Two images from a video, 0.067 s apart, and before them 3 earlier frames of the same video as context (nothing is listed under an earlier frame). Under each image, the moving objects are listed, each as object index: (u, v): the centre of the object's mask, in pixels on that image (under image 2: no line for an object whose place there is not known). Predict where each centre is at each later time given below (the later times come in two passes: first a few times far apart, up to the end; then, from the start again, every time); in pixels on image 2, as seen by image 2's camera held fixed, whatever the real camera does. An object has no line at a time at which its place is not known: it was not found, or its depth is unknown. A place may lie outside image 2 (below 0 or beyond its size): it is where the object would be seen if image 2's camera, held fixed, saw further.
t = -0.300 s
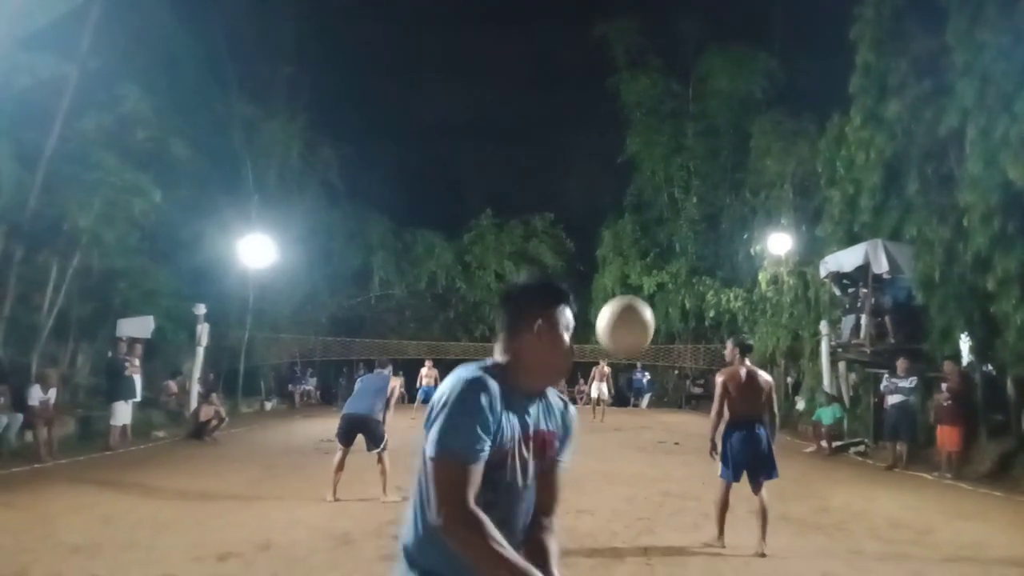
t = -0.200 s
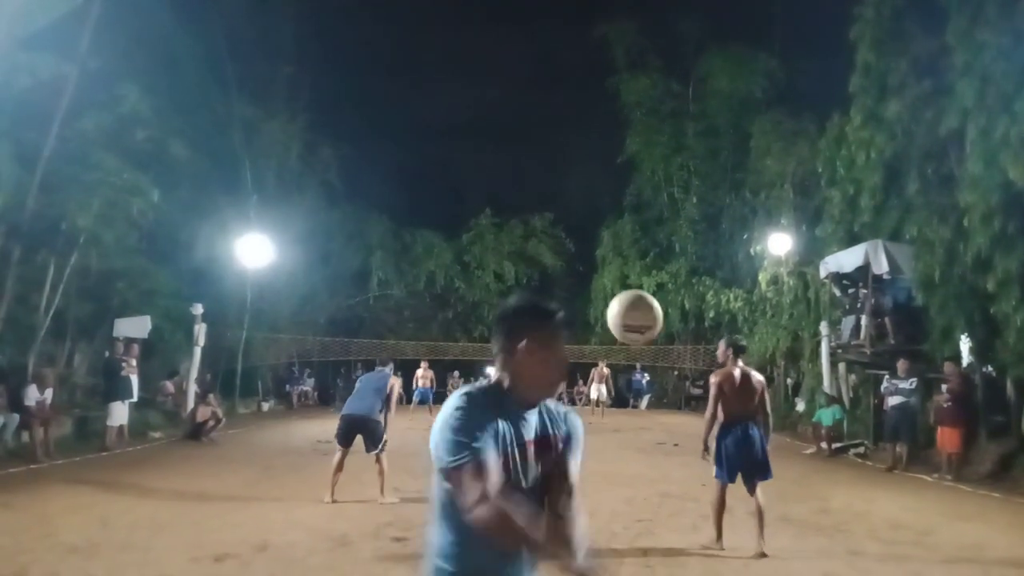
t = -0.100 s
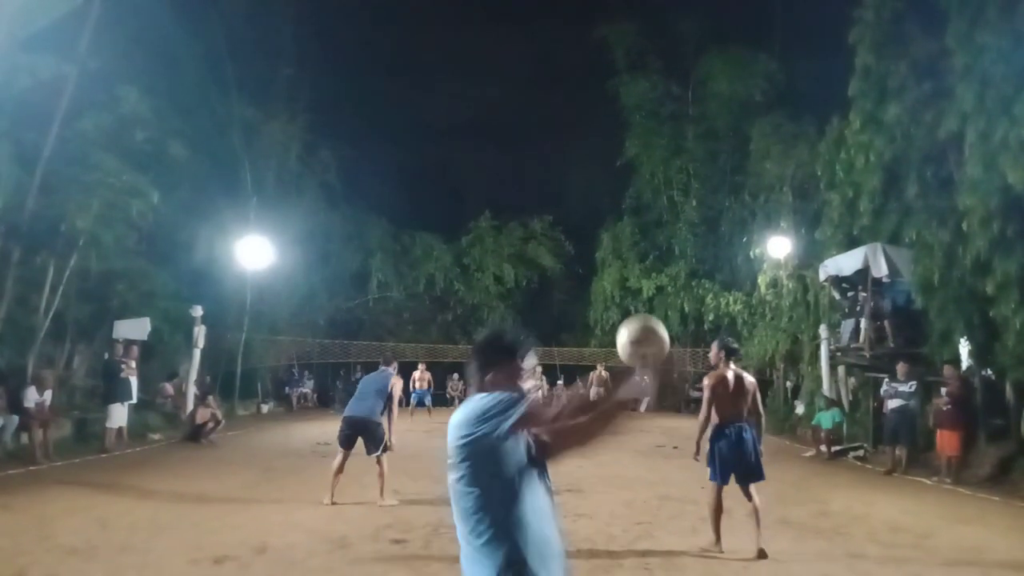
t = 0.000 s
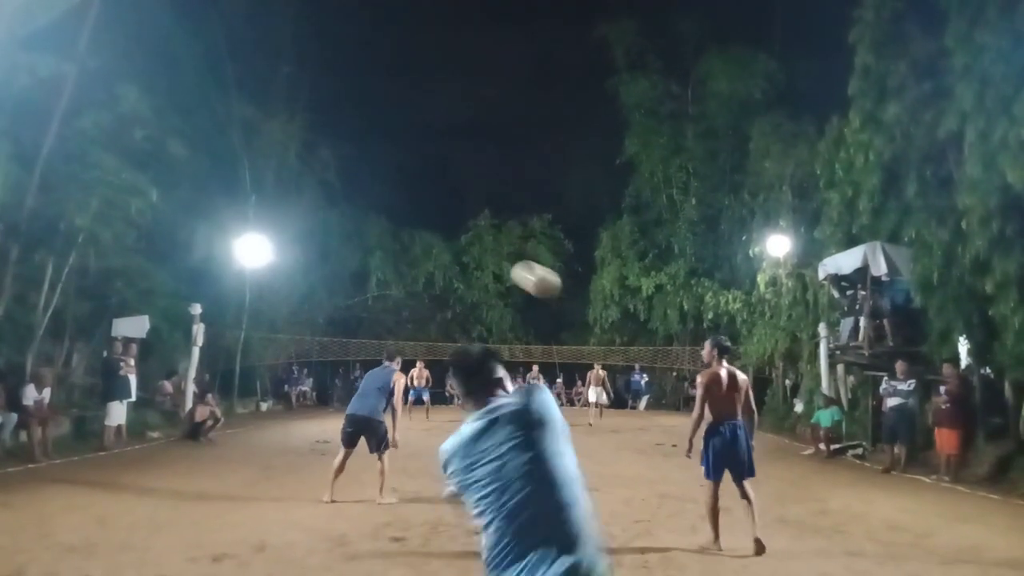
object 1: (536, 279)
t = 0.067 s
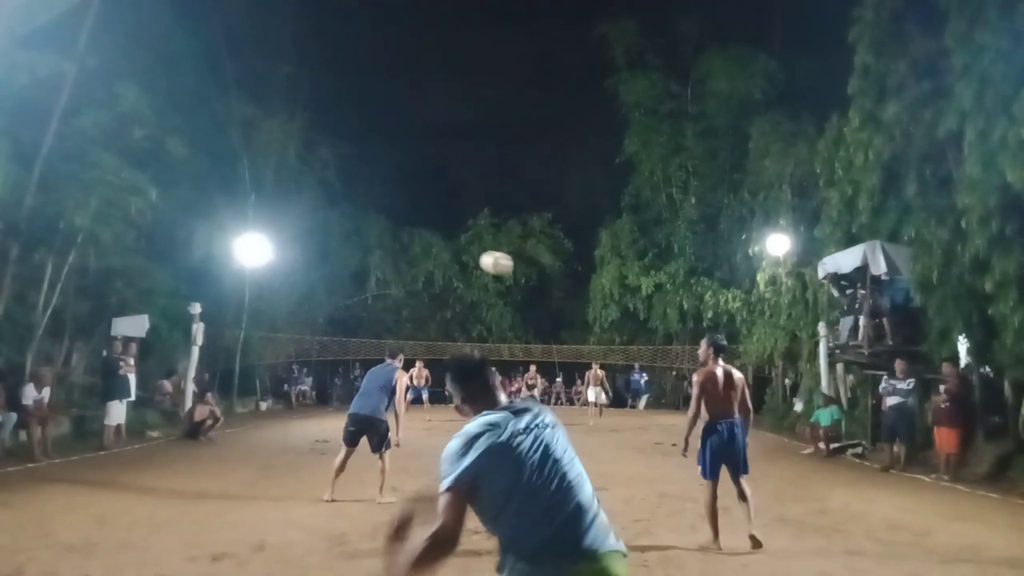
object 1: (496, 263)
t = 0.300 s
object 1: (449, 262)
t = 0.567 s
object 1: (428, 291)
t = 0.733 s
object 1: (418, 317)
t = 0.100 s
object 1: (484, 260)
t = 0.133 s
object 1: (474, 258)
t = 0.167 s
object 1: (467, 258)
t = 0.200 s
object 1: (461, 258)
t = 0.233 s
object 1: (456, 259)
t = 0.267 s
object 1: (452, 260)
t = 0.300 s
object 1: (449, 262)
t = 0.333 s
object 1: (446, 264)
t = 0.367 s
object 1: (443, 267)
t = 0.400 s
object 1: (441, 270)
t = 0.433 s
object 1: (438, 273)
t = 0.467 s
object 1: (436, 277)
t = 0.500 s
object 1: (434, 281)
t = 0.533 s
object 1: (431, 286)
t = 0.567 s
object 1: (428, 291)
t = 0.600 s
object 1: (426, 296)
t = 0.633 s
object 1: (425, 300)
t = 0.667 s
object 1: (423, 306)
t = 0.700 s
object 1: (421, 311)
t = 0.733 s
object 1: (418, 317)
